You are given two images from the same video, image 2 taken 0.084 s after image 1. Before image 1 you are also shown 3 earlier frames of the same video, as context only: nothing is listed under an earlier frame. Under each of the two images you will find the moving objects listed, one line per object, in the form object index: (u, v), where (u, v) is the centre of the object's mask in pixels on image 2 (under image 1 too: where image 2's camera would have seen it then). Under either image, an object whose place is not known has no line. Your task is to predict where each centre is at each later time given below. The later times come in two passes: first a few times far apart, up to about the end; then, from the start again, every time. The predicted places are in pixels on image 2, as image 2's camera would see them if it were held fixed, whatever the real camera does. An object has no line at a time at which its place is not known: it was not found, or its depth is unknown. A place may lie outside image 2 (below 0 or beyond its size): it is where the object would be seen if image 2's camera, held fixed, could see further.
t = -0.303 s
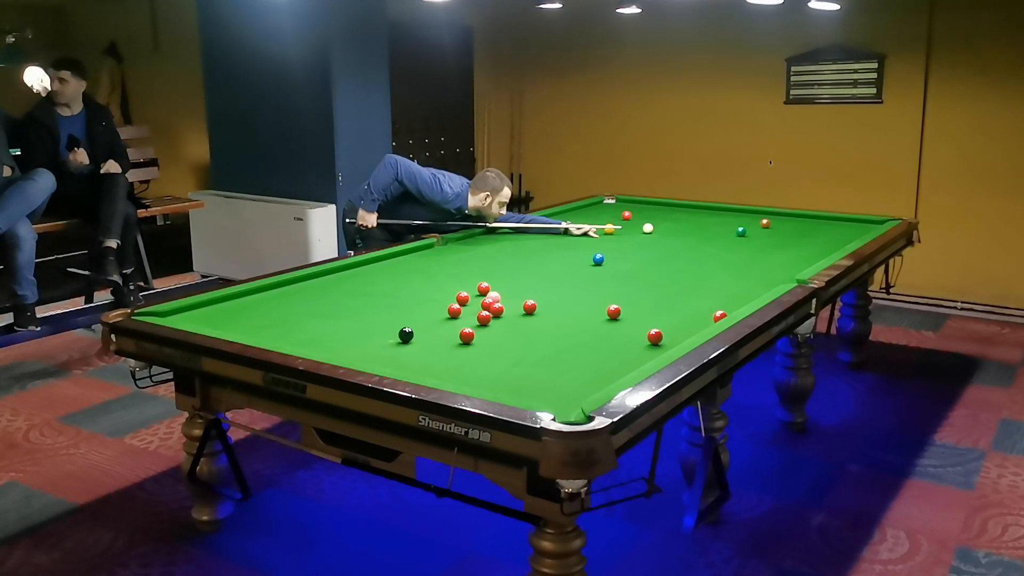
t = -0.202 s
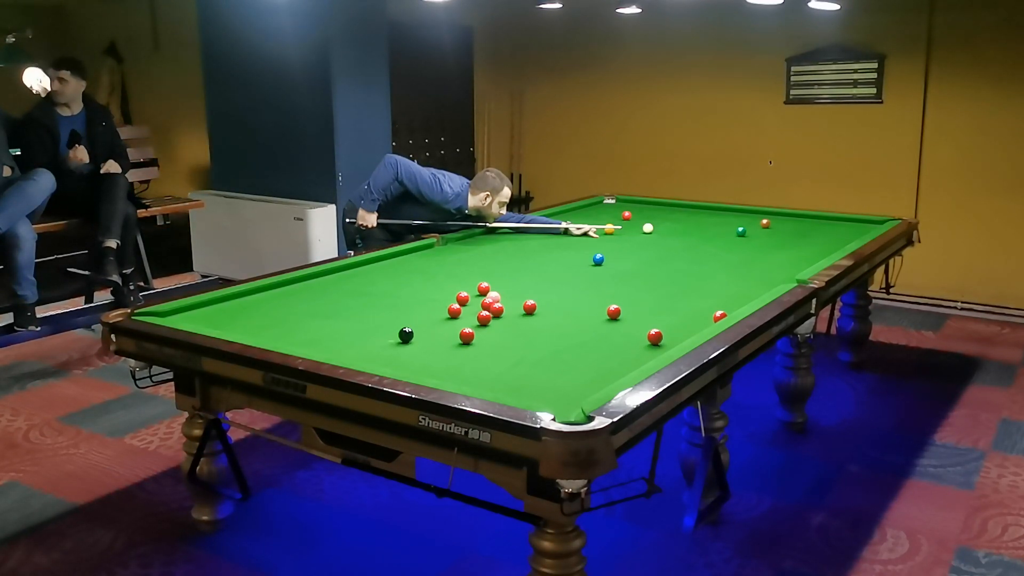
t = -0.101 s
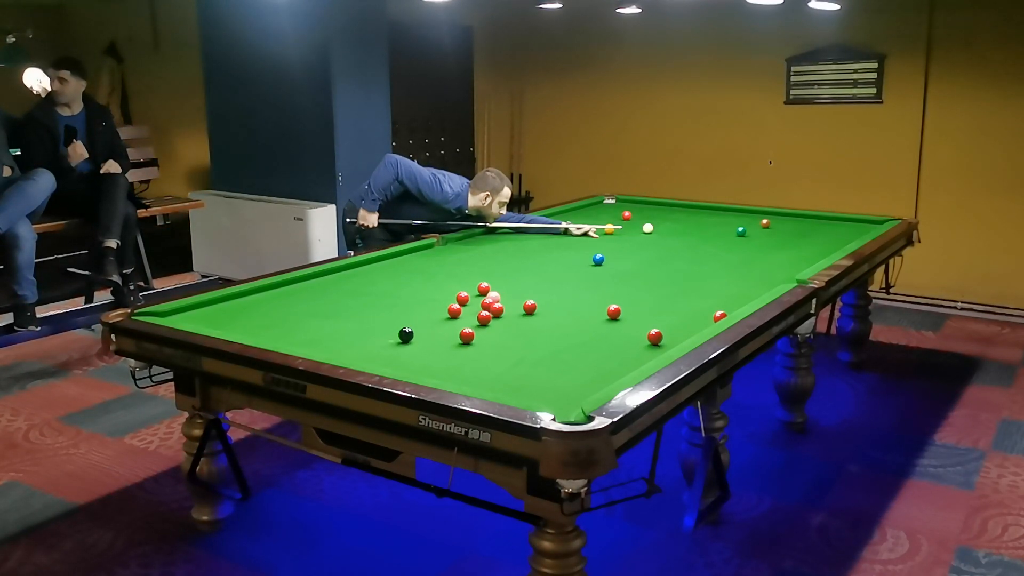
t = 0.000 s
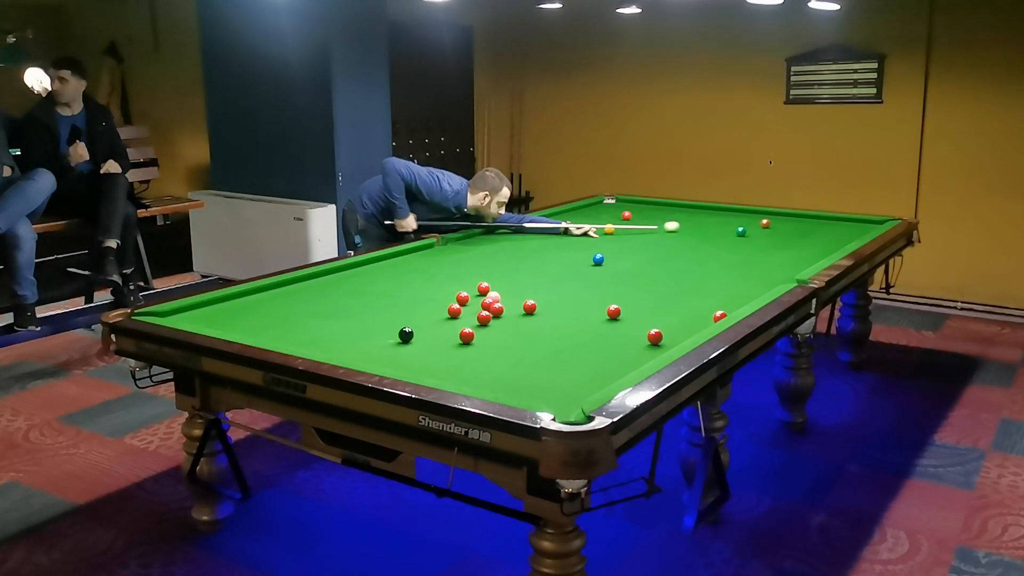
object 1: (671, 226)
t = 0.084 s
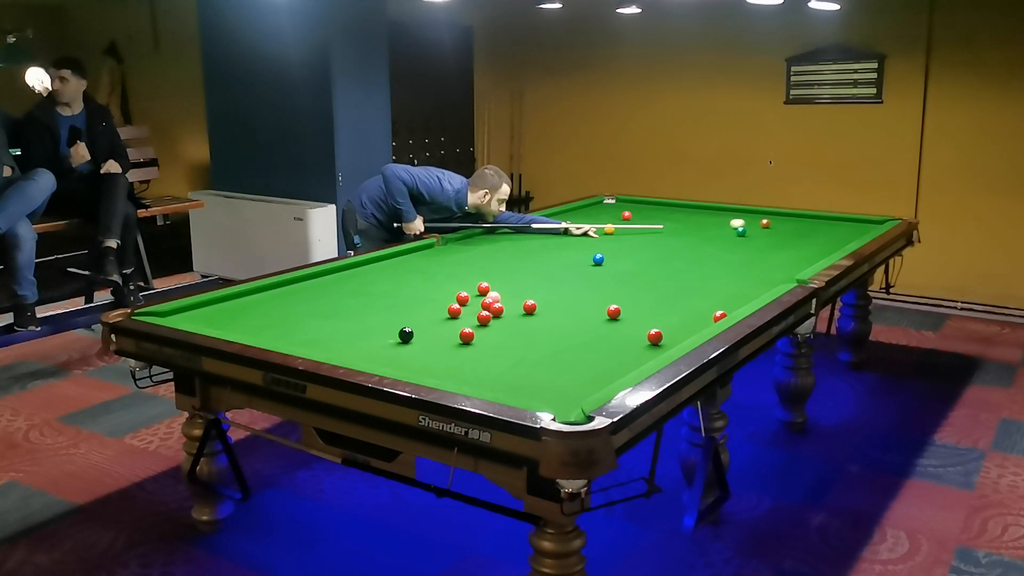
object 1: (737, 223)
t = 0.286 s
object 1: (757, 218)
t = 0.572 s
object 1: (771, 213)
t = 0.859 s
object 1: (762, 215)
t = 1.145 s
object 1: (750, 219)
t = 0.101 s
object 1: (750, 223)
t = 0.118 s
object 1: (756, 222)
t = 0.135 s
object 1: (756, 220)
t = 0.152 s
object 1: (756, 219)
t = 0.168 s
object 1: (756, 219)
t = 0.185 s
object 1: (756, 219)
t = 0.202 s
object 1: (755, 219)
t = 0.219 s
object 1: (755, 220)
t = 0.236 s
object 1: (756, 219)
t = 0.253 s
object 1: (756, 218)
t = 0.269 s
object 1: (756, 218)
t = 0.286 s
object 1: (757, 218)
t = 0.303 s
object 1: (757, 218)
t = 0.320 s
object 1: (758, 217)
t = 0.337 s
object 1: (758, 217)
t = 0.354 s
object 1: (759, 217)
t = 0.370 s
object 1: (760, 217)
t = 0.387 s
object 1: (761, 217)
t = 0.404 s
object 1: (762, 216)
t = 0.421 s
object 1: (763, 216)
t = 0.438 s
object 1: (764, 215)
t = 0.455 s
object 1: (765, 215)
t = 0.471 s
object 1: (766, 215)
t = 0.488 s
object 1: (766, 214)
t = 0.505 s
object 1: (767, 214)
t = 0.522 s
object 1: (768, 214)
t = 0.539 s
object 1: (769, 213)
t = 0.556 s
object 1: (770, 213)
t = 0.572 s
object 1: (771, 213)
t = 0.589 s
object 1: (772, 212)
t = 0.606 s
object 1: (773, 212)
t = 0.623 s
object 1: (773, 212)
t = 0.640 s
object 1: (772, 212)
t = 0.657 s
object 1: (771, 212)
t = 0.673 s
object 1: (770, 213)
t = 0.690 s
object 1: (769, 213)
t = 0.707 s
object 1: (768, 213)
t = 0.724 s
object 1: (767, 213)
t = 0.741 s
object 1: (767, 214)
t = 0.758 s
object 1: (766, 214)
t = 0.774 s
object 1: (765, 214)
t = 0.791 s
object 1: (765, 214)
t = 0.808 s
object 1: (764, 214)
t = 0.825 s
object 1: (763, 215)
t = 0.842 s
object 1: (762, 215)
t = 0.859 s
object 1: (762, 215)
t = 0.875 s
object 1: (761, 215)
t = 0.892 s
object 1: (760, 215)
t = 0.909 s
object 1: (759, 216)
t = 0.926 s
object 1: (759, 216)
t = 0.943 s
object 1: (758, 216)
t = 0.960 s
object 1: (757, 216)
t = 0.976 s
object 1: (757, 217)
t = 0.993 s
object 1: (756, 217)
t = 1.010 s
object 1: (755, 217)
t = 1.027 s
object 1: (754, 217)
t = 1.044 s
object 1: (754, 217)
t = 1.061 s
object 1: (753, 218)
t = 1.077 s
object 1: (752, 218)
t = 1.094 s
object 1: (752, 218)
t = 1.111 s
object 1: (751, 218)
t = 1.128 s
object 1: (750, 218)
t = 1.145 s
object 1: (750, 219)
